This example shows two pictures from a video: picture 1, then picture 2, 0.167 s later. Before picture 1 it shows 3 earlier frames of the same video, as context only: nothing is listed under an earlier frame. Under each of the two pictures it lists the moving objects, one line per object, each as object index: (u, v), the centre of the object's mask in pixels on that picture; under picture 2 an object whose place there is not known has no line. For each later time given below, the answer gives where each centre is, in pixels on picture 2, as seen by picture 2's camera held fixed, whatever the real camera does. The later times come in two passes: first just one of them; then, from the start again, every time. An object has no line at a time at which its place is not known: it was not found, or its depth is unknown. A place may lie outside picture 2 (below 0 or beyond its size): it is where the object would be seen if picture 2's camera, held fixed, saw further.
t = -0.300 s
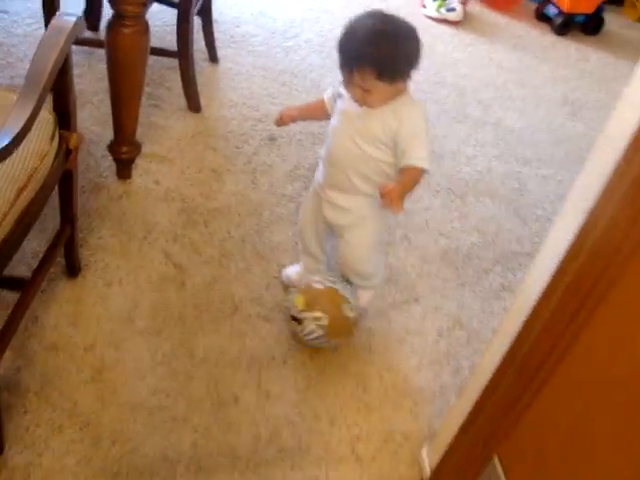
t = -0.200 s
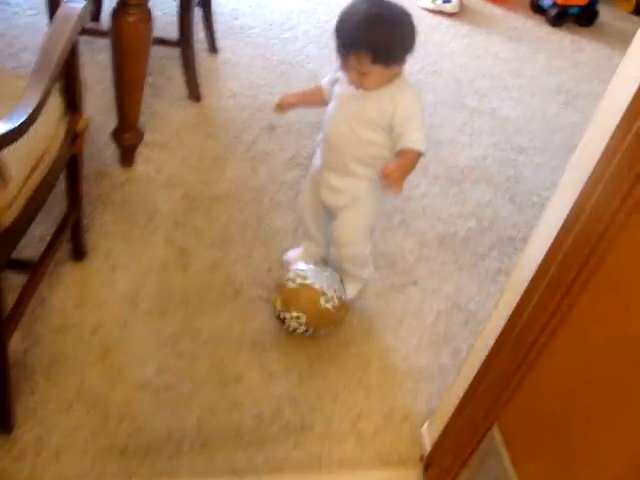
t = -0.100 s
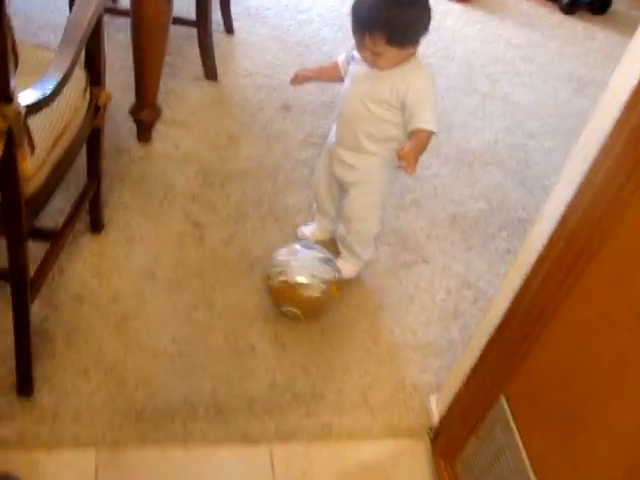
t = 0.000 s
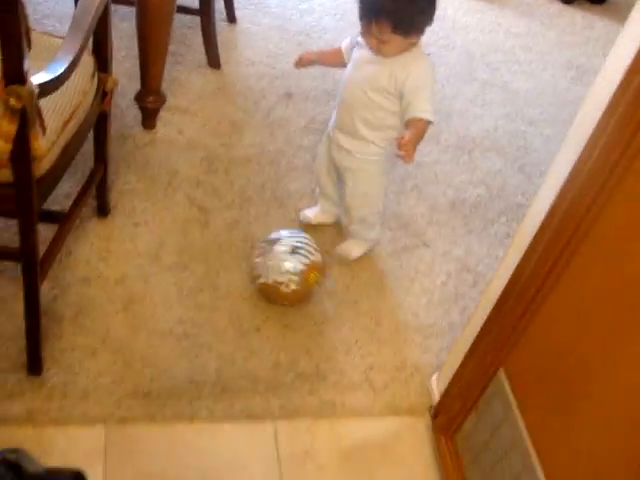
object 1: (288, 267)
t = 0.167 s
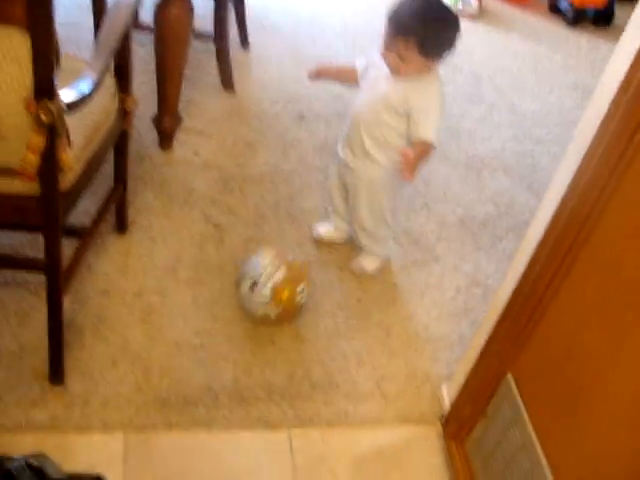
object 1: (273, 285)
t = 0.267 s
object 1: (256, 287)
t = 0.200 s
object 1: (267, 285)
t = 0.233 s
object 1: (262, 286)
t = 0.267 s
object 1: (256, 287)
